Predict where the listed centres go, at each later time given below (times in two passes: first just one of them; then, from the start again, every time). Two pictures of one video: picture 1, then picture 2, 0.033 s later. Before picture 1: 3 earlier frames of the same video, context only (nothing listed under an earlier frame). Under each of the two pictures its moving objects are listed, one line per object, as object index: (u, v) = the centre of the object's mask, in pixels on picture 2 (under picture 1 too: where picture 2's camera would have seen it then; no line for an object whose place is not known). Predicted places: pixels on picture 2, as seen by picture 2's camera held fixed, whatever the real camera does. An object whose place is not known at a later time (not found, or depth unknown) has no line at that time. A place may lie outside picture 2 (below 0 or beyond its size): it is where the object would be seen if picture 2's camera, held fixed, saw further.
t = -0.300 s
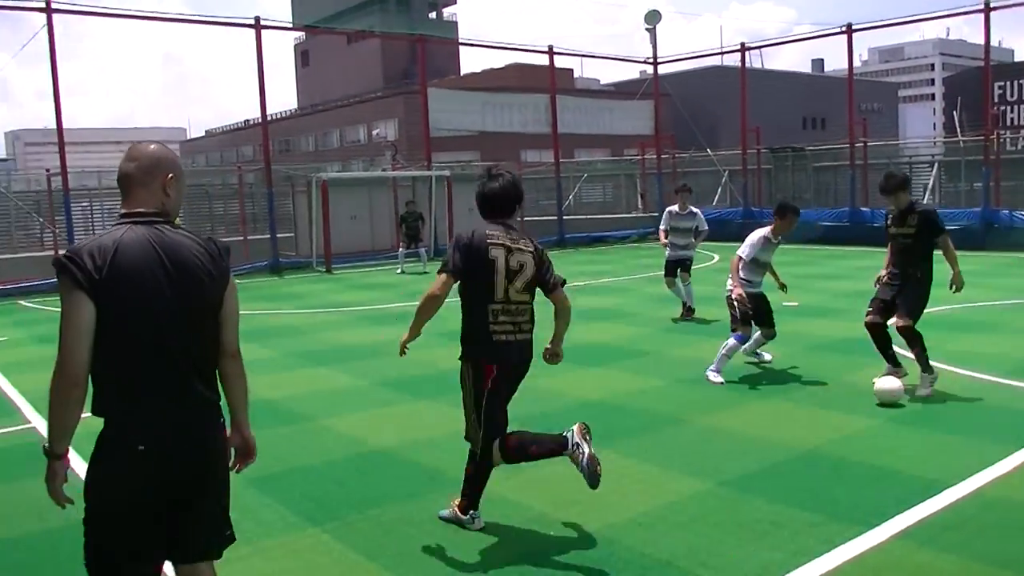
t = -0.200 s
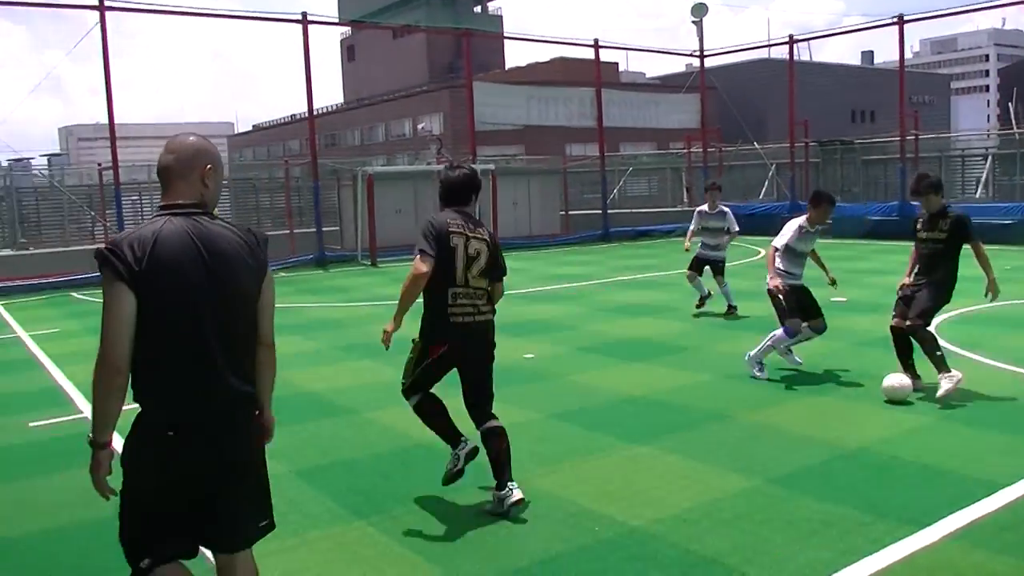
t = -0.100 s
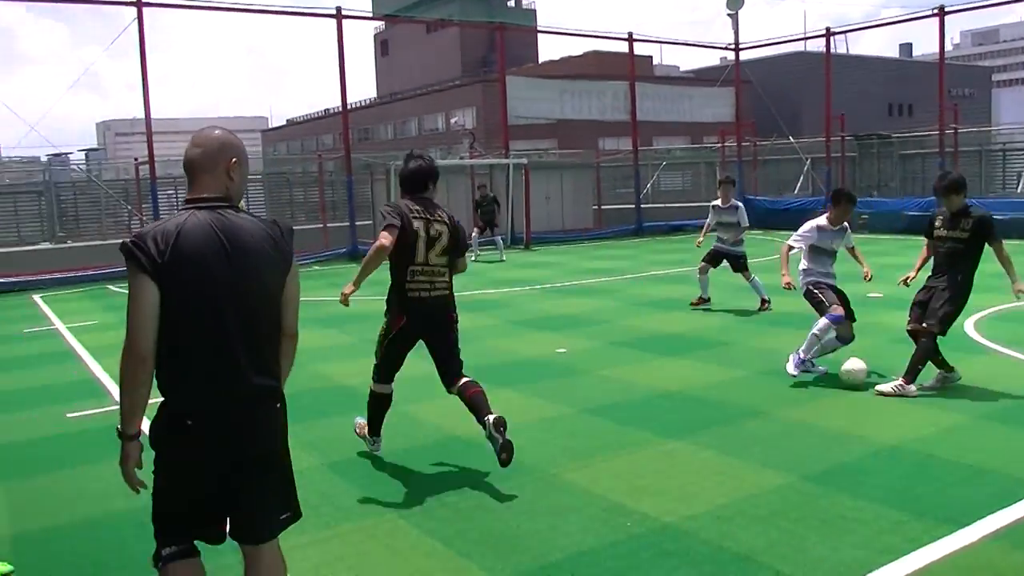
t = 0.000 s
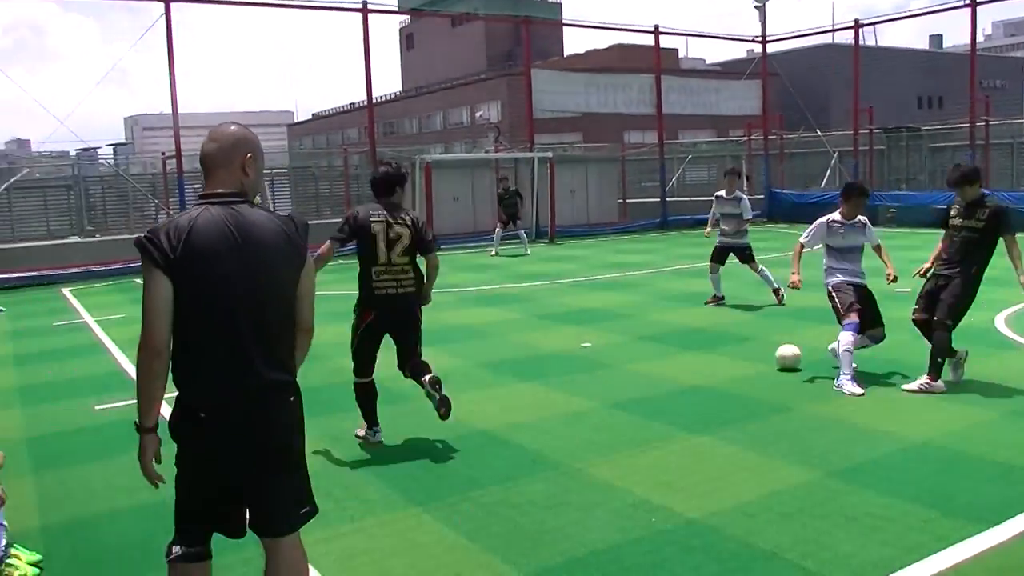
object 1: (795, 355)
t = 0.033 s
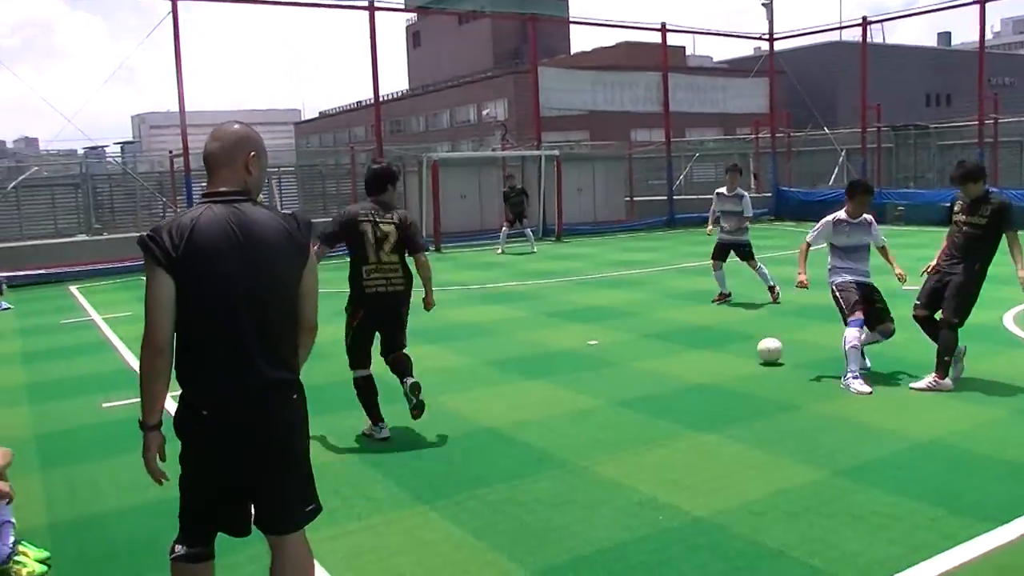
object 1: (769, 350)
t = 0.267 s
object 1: (630, 331)
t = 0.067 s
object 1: (745, 346)
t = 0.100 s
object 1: (723, 344)
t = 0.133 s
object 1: (702, 341)
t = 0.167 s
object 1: (682, 338)
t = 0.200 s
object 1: (663, 336)
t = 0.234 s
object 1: (647, 333)
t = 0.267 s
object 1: (630, 331)
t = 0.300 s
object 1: (615, 329)
